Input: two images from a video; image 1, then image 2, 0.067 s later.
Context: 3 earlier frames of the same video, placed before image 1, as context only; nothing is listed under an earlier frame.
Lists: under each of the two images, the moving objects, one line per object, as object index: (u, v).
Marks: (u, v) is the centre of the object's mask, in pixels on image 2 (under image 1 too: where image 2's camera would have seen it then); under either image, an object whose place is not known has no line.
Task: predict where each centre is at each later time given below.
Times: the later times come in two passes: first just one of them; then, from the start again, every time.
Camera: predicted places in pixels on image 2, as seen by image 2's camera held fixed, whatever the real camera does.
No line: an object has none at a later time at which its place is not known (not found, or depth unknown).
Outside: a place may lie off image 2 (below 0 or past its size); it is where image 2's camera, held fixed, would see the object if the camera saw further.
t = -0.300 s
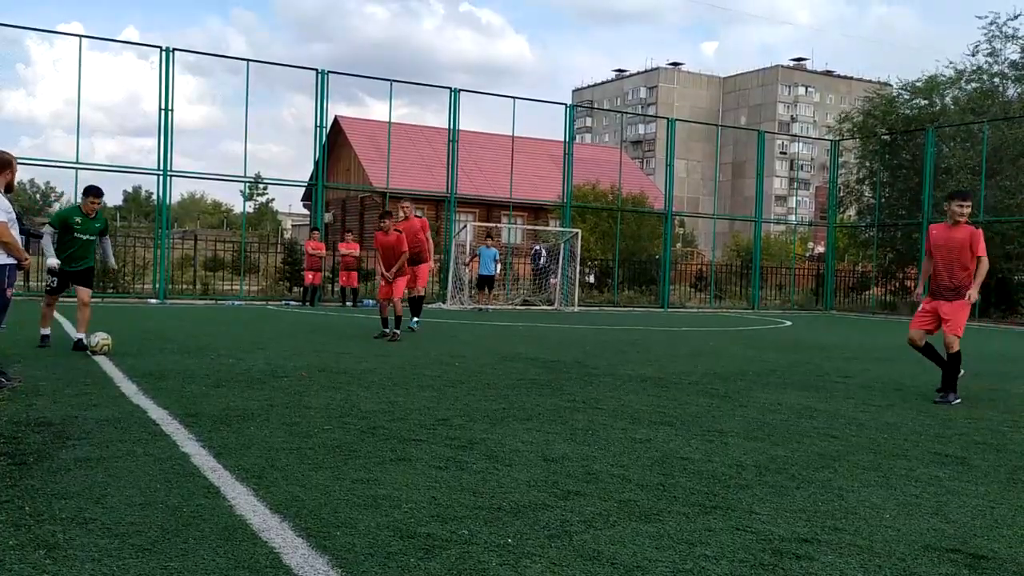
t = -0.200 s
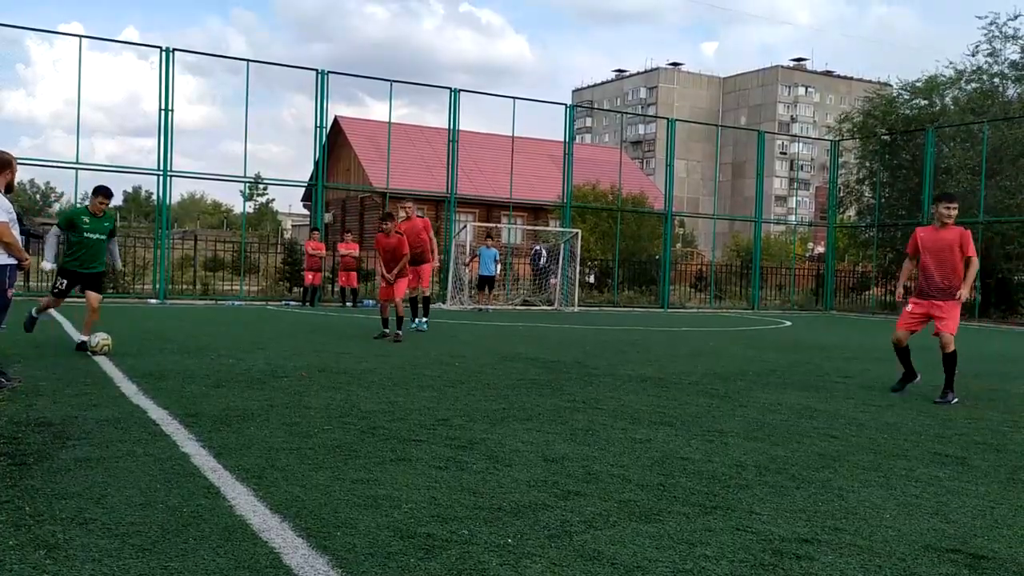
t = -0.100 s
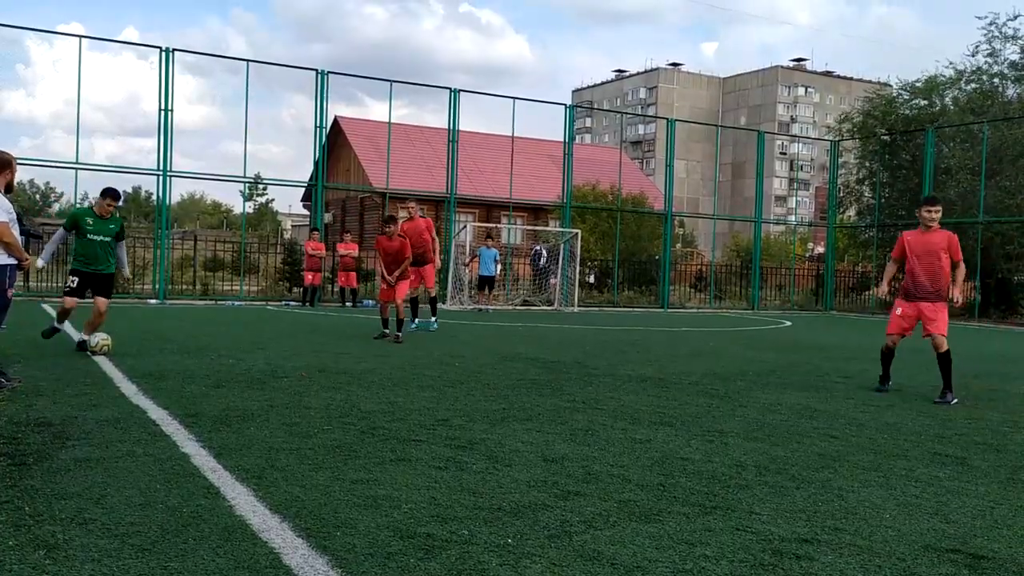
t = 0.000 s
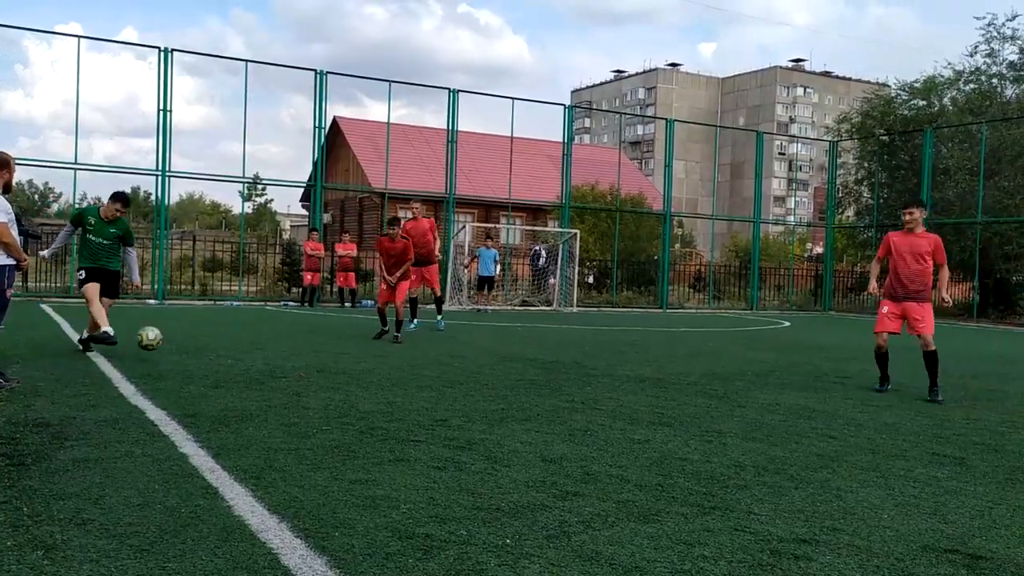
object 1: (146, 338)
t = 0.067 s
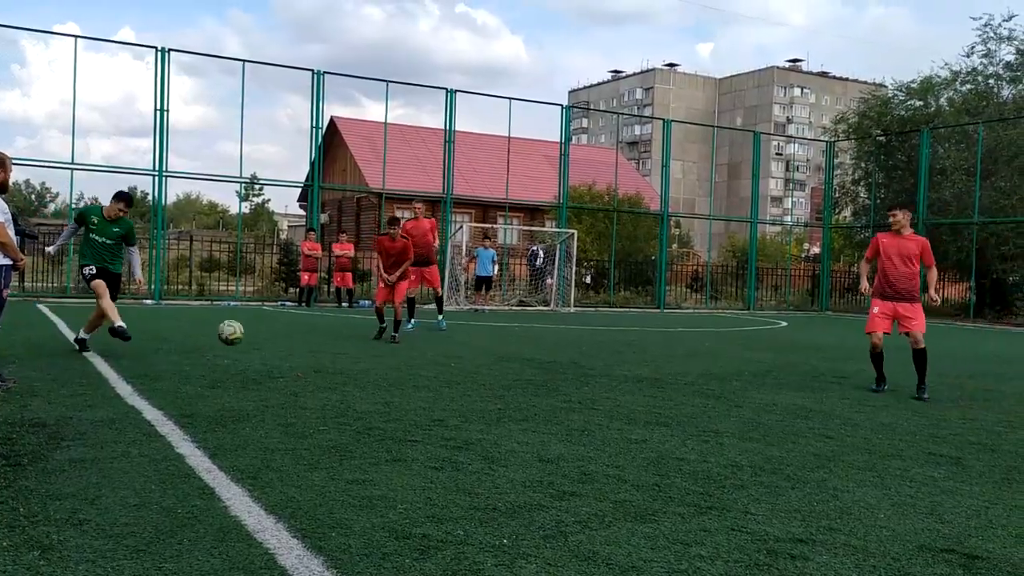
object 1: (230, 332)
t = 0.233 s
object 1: (476, 340)
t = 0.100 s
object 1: (276, 331)
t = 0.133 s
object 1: (322, 331)
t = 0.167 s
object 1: (371, 332)
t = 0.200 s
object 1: (423, 335)
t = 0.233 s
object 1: (476, 340)
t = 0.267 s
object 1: (533, 347)
